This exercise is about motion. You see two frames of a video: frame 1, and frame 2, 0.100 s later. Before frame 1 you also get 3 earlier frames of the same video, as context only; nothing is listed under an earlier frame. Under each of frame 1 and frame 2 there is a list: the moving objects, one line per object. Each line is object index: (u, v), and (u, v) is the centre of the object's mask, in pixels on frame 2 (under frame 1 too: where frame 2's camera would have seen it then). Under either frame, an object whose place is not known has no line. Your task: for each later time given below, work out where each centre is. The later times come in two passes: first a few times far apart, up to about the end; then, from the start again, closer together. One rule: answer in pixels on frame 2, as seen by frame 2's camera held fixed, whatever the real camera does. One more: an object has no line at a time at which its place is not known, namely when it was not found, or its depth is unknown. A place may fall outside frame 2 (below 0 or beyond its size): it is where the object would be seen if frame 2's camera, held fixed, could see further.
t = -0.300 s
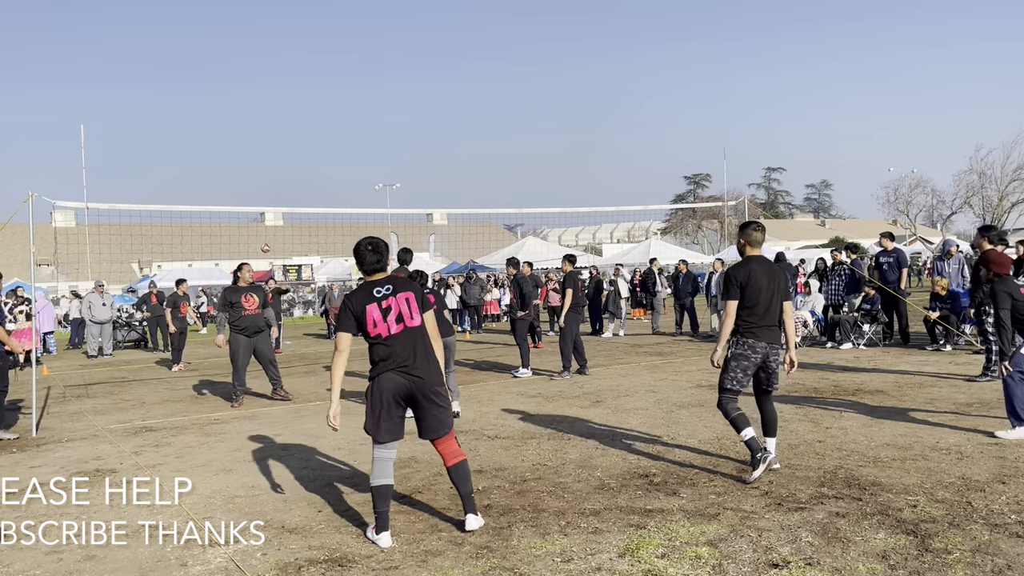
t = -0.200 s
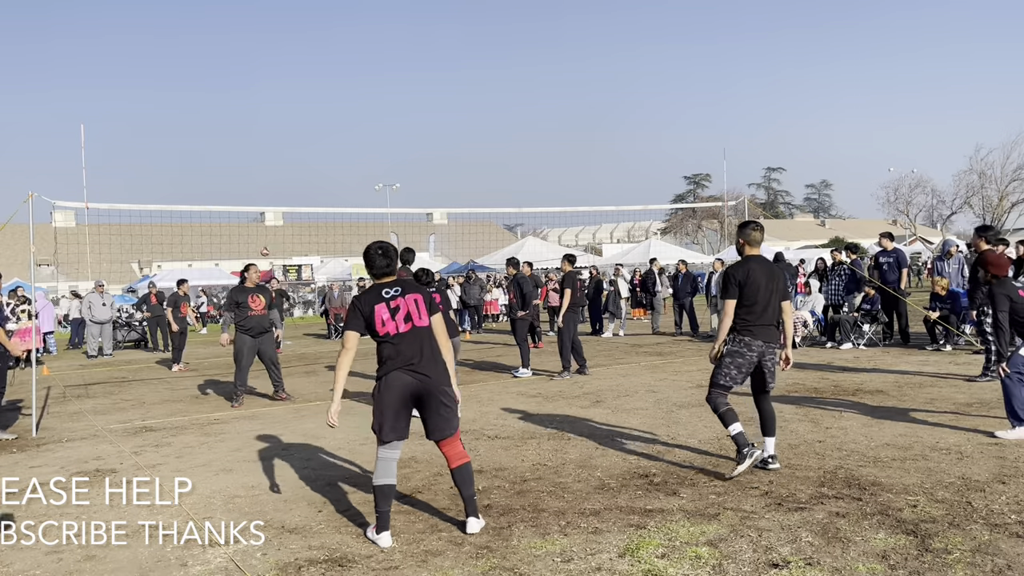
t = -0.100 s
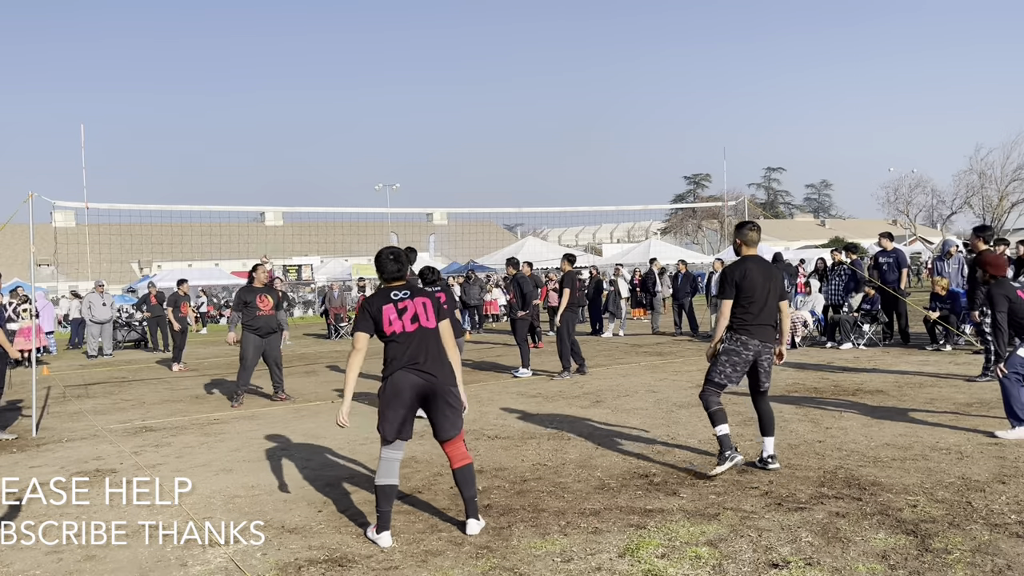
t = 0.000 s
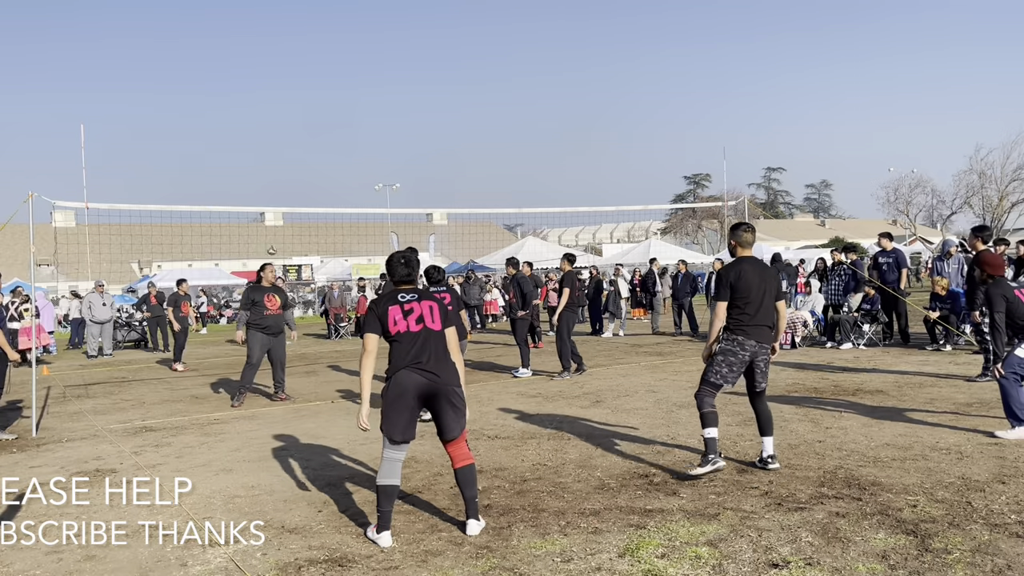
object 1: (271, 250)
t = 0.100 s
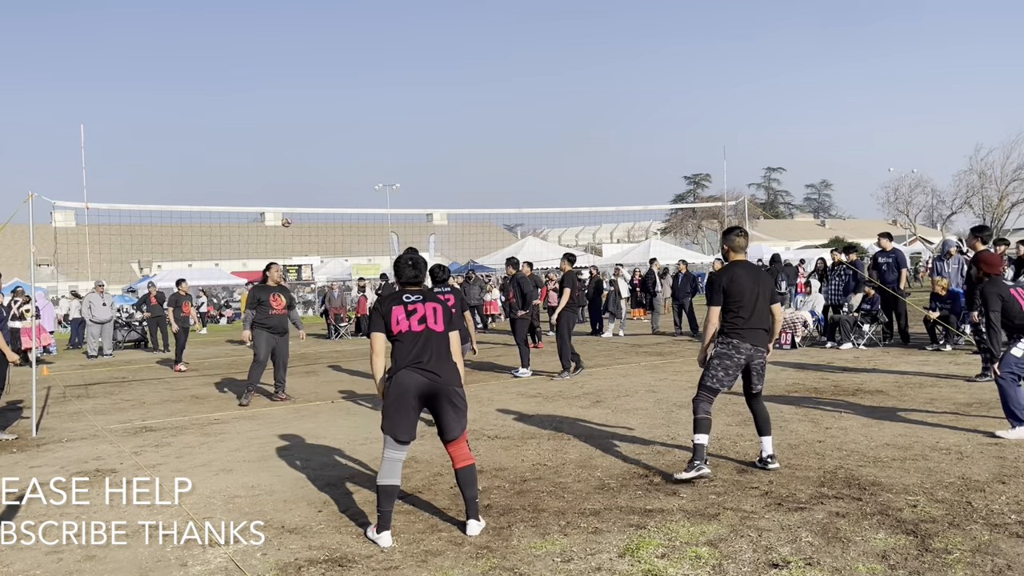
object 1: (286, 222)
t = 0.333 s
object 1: (325, 162)
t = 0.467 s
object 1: (354, 133)
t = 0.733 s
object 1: (430, 94)
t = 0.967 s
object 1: (521, 100)
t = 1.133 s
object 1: (610, 149)
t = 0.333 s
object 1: (325, 162)
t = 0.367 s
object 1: (332, 154)
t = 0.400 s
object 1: (339, 147)
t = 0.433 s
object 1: (347, 140)
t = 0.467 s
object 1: (354, 133)
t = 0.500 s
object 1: (362, 126)
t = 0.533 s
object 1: (371, 120)
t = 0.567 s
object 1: (380, 114)
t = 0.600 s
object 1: (389, 108)
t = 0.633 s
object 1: (398, 104)
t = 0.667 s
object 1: (408, 100)
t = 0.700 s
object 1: (419, 97)
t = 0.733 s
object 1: (430, 94)
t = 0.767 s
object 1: (441, 92)
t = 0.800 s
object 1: (453, 91)
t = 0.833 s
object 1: (465, 91)
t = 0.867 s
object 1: (478, 91)
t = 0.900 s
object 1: (492, 93)
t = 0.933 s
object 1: (506, 96)
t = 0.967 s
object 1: (521, 100)
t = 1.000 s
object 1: (537, 106)
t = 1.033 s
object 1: (554, 113)
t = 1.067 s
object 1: (571, 123)
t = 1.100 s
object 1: (591, 134)
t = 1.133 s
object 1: (610, 149)
